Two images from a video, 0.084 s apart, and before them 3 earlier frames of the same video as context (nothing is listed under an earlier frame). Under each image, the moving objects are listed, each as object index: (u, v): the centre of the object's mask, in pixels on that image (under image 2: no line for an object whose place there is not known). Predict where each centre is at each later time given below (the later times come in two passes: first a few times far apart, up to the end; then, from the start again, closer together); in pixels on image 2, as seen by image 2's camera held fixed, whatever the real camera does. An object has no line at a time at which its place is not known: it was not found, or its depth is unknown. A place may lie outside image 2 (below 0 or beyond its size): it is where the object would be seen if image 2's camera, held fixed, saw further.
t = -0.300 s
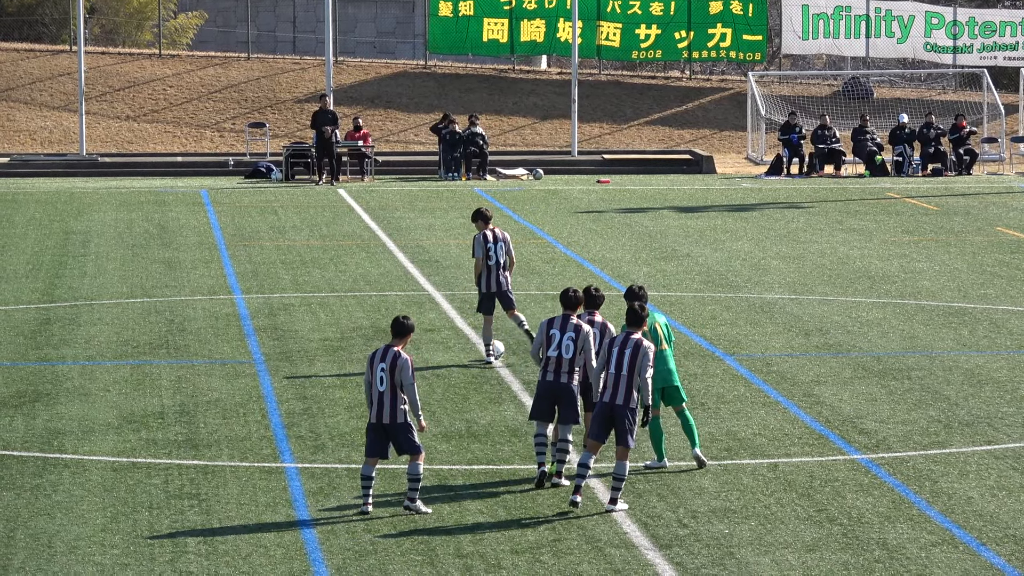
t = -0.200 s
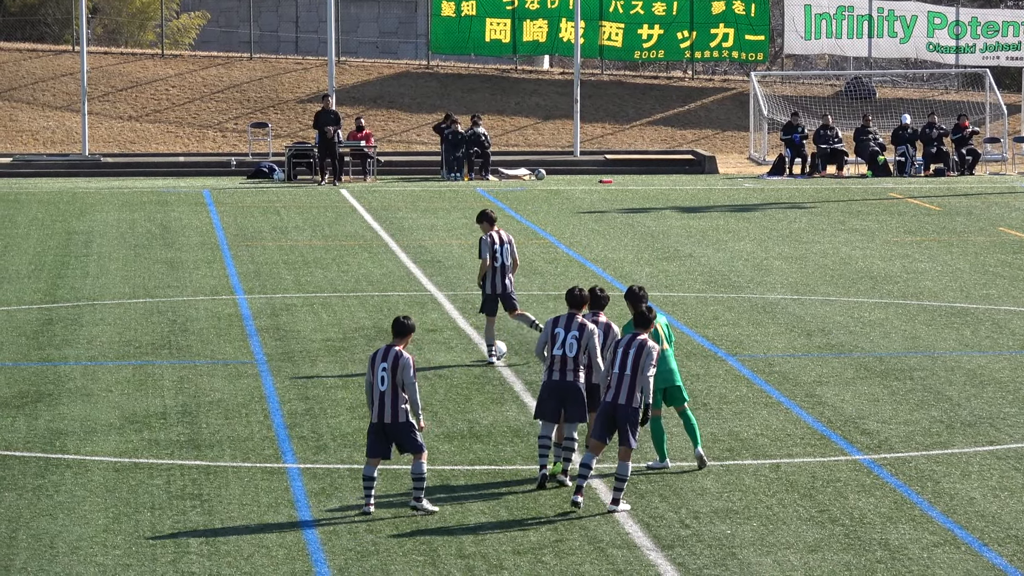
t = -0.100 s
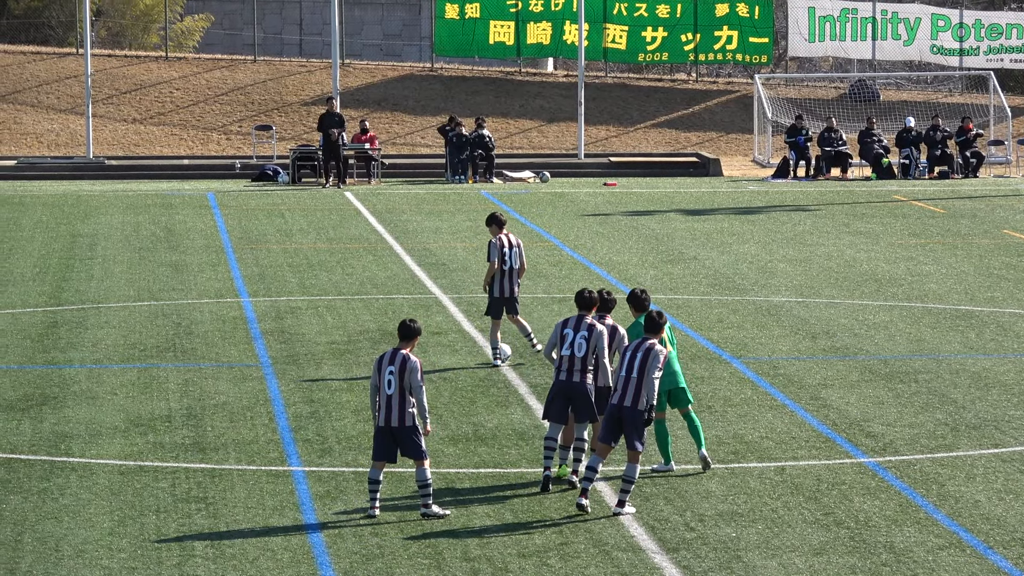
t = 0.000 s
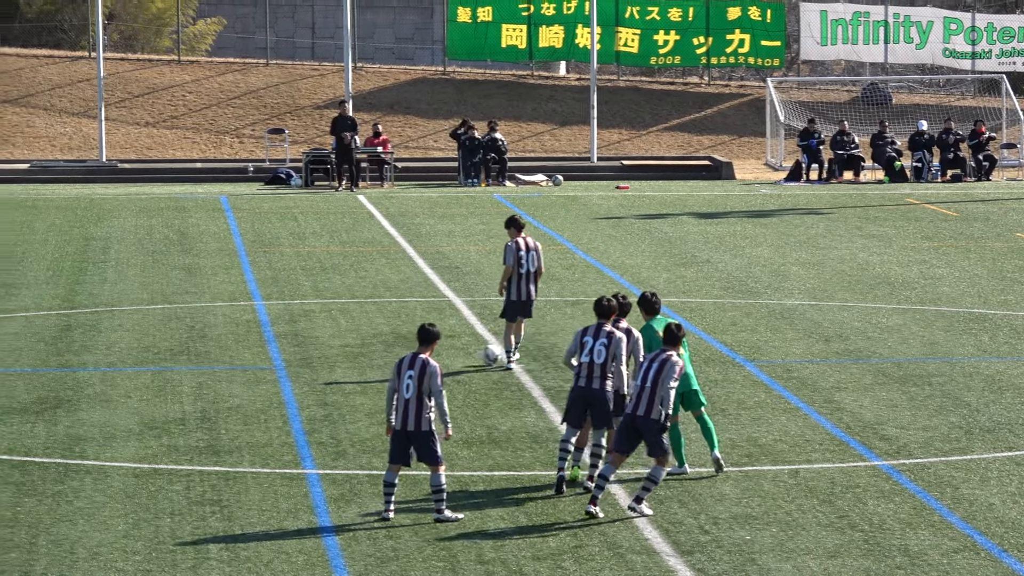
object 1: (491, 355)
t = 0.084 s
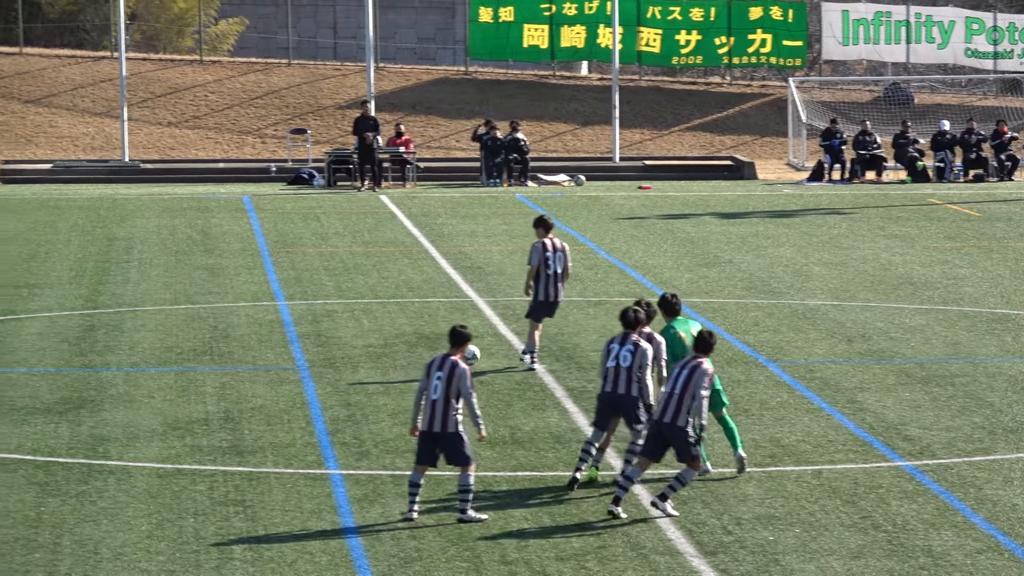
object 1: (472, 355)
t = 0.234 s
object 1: (400, 354)
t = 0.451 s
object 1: (316, 351)
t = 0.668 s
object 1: (245, 351)
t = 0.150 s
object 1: (437, 353)
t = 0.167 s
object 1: (431, 353)
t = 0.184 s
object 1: (423, 354)
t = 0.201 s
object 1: (415, 354)
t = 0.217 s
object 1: (408, 354)
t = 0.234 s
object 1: (400, 354)
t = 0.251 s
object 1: (393, 354)
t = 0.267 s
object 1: (385, 353)
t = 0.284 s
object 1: (379, 353)
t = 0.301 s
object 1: (372, 353)
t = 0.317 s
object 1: (365, 353)
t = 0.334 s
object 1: (358, 352)
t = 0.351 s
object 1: (352, 353)
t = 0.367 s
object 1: (345, 353)
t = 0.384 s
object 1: (340, 352)
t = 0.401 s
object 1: (334, 351)
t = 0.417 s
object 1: (327, 351)
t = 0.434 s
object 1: (322, 351)
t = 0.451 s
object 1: (316, 351)
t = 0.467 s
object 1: (310, 351)
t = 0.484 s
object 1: (305, 351)
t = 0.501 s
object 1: (298, 352)
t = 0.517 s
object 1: (292, 352)
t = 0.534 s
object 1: (287, 351)
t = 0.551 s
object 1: (282, 351)
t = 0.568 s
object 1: (276, 350)
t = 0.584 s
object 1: (271, 350)
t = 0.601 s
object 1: (266, 350)
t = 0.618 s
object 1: (261, 351)
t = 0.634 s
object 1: (255, 351)
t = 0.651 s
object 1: (250, 351)
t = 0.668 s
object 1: (245, 351)
